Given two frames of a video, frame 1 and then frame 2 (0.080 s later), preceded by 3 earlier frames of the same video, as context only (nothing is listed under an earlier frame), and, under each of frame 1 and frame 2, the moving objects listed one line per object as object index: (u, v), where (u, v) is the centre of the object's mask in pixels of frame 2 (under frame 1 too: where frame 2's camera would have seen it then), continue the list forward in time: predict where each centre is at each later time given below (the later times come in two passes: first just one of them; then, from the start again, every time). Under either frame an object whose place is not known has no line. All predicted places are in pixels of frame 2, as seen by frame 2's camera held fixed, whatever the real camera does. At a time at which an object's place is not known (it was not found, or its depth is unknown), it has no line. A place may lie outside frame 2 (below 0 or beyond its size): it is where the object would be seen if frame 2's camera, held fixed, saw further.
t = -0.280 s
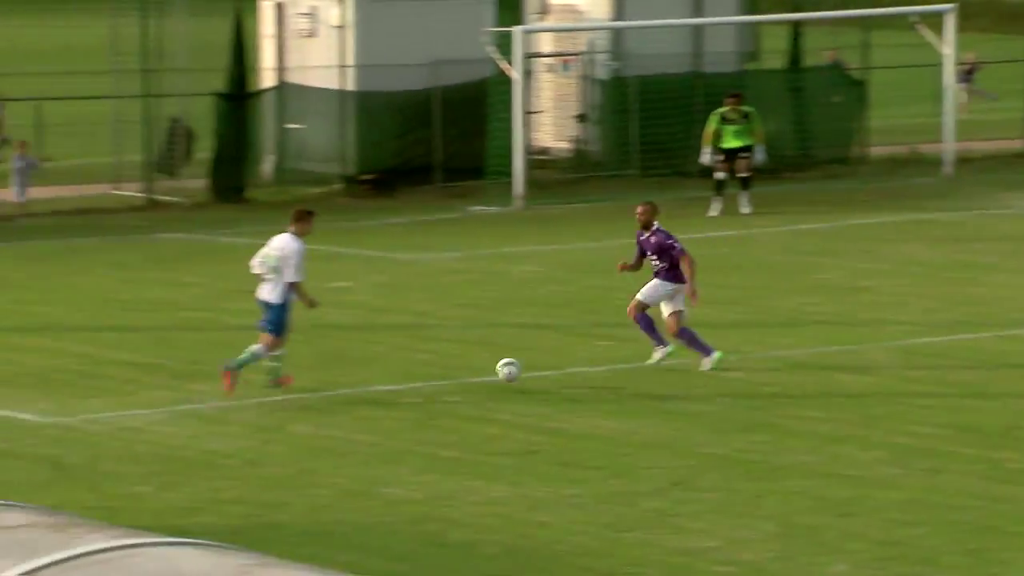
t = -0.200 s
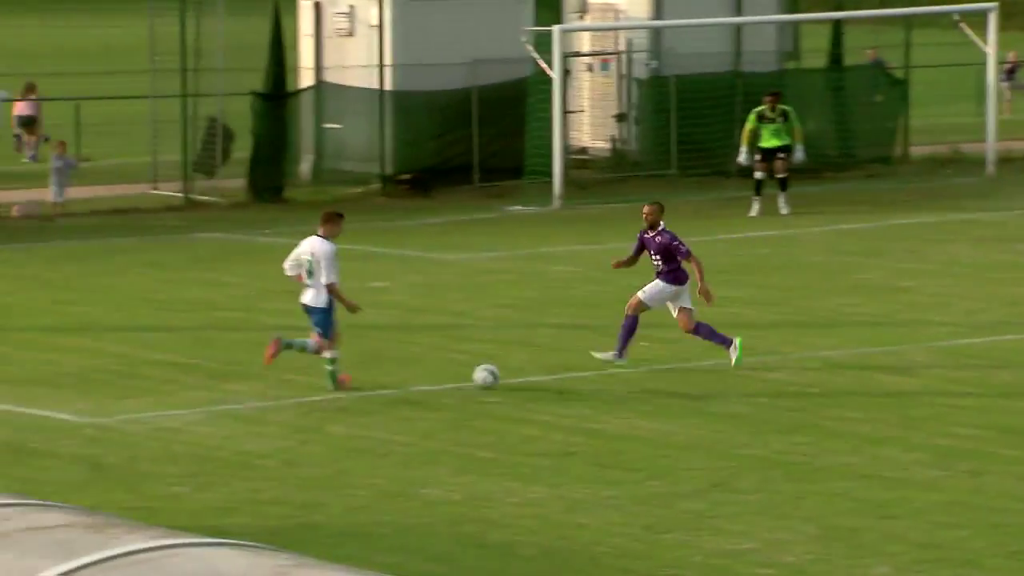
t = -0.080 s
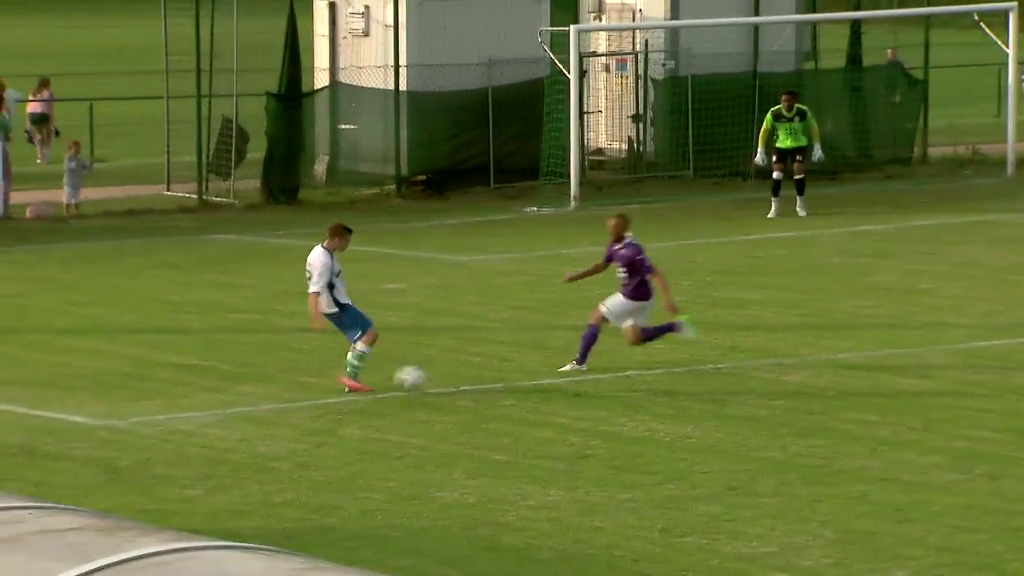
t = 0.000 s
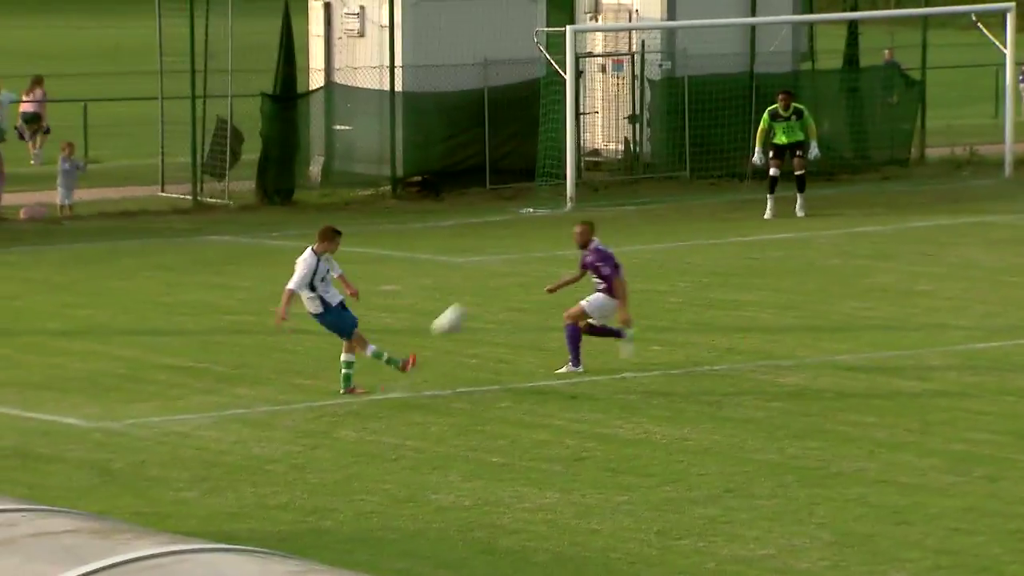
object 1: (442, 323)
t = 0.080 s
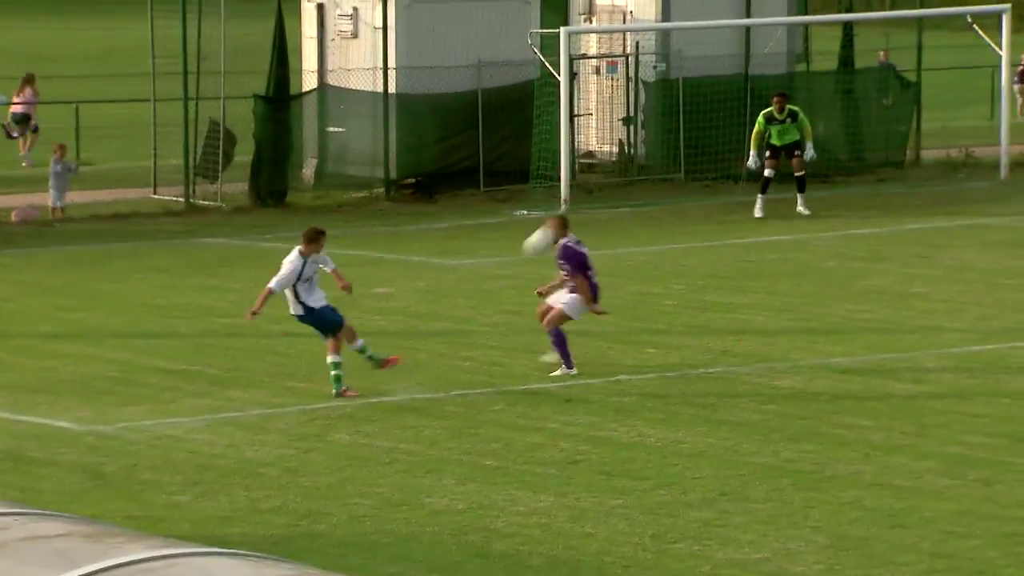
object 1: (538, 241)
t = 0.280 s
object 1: (756, 83)
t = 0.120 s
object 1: (583, 203)
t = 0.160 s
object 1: (630, 172)
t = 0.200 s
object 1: (674, 139)
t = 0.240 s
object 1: (717, 110)
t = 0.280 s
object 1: (756, 83)
